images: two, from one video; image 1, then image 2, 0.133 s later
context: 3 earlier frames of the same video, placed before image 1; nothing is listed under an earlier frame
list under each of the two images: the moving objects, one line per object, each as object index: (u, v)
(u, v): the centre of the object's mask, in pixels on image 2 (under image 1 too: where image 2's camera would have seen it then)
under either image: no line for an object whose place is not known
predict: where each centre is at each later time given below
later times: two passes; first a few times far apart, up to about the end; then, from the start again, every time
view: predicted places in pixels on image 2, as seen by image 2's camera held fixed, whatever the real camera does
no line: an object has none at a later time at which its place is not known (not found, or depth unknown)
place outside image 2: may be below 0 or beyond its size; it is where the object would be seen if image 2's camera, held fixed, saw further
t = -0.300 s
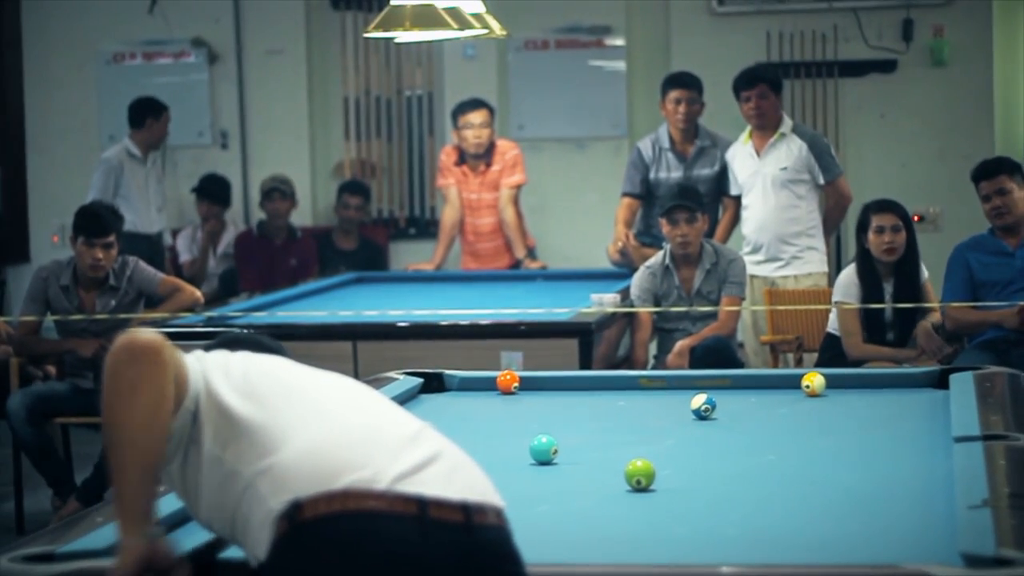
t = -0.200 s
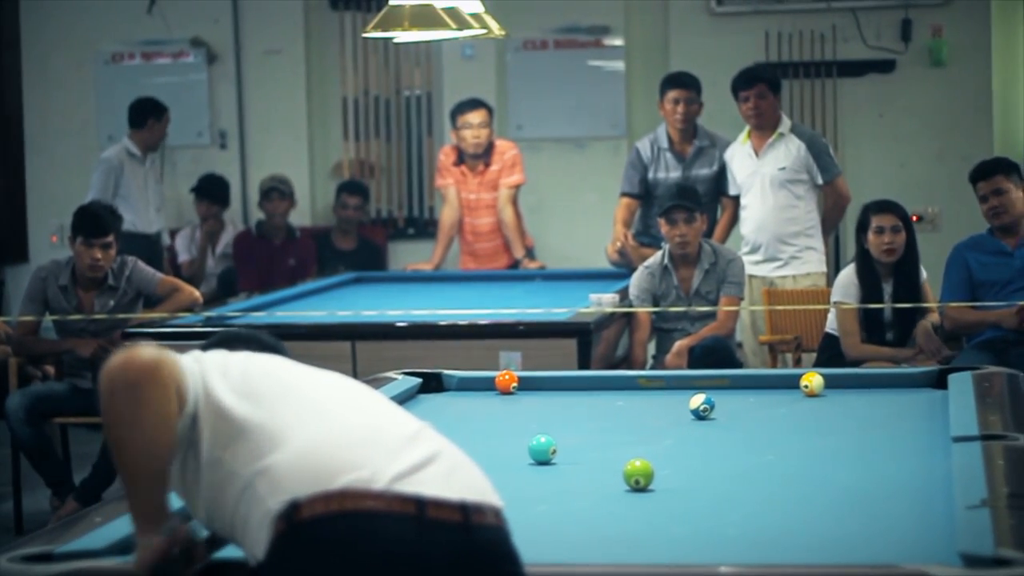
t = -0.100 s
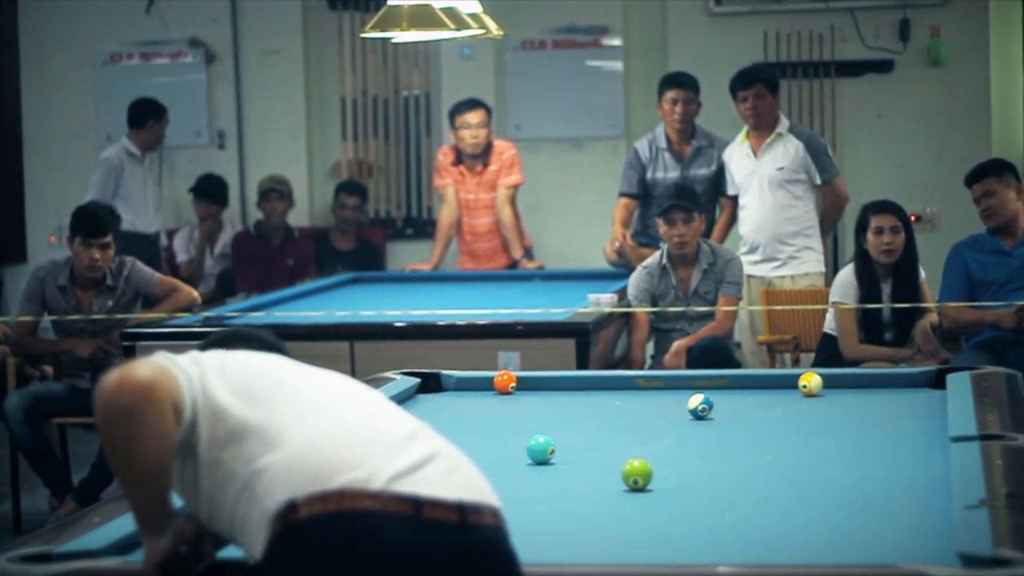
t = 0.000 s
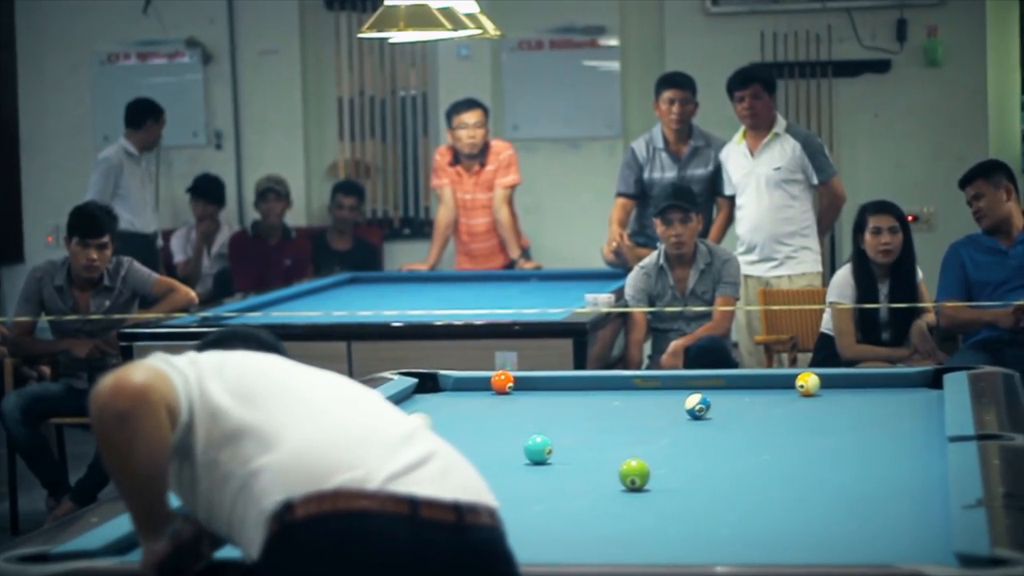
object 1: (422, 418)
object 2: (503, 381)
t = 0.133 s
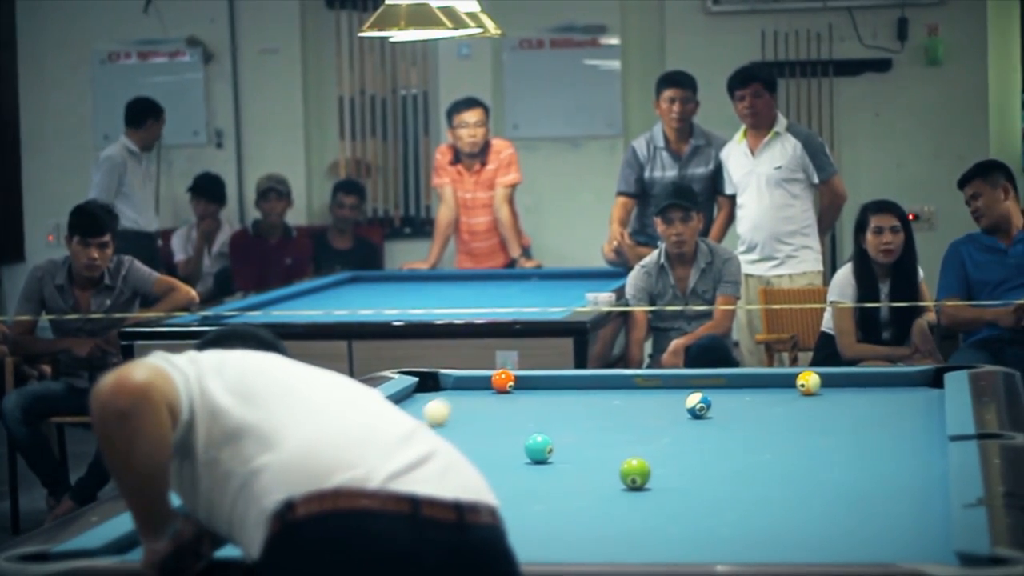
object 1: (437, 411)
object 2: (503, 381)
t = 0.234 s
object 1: (450, 402)
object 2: (503, 381)
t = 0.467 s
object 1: (476, 385)
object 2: (503, 381)
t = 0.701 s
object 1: (442, 385)
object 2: (535, 380)
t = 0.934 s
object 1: (420, 392)
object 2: (558, 382)
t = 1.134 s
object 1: (426, 396)
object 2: (578, 383)
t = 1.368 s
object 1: (435, 401)
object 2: (602, 384)
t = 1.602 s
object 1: (440, 408)
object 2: (623, 386)
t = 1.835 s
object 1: (444, 415)
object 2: (642, 387)
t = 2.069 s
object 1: (450, 422)
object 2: (662, 388)
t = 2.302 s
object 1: (457, 428)
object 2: (679, 389)
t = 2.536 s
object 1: (463, 433)
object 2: (693, 387)
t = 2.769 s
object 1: (469, 440)
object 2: (710, 388)
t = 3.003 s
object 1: (475, 446)
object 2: (721, 391)
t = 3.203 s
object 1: (480, 451)
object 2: (730, 392)
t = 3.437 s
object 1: (486, 456)
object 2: (739, 392)
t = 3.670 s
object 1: (492, 462)
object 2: (747, 393)
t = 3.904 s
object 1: (497, 468)
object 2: (753, 393)
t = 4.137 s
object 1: (503, 473)
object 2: (758, 393)
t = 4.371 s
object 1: (509, 478)
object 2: (760, 393)
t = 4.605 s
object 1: (514, 484)
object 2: (761, 393)
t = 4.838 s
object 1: (519, 488)
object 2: (761, 393)
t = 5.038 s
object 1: (523, 492)
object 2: (761, 393)
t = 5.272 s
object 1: (528, 497)
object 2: (761, 393)
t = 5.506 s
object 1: (533, 501)
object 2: (761, 393)
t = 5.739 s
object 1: (537, 504)
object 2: (761, 393)
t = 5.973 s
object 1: (542, 507)
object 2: (761, 393)
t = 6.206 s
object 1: (546, 510)
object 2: (761, 393)
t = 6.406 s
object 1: (548, 513)
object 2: (761, 393)
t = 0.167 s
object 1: (441, 408)
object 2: (503, 381)
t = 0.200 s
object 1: (444, 406)
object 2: (503, 381)
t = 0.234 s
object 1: (450, 402)
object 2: (503, 381)
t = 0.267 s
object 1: (454, 399)
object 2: (503, 381)
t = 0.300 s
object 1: (457, 398)
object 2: (503, 381)
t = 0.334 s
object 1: (462, 394)
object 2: (503, 381)
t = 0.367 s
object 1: (466, 391)
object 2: (503, 381)
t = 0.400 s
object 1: (469, 390)
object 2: (503, 381)
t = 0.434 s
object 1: (473, 387)
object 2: (503, 381)
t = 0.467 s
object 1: (476, 385)
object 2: (503, 381)
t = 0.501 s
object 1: (479, 383)
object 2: (504, 381)
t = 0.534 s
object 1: (476, 381)
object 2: (511, 381)
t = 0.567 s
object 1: (470, 381)
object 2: (520, 380)
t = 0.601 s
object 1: (462, 382)
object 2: (524, 380)
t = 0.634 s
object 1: (455, 383)
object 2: (528, 380)
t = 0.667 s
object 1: (448, 384)
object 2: (533, 380)
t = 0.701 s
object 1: (442, 385)
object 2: (535, 380)
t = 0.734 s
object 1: (435, 386)
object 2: (539, 381)
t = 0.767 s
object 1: (428, 387)
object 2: (543, 381)
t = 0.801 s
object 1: (422, 388)
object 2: (546, 381)
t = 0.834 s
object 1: (420, 389)
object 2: (548, 381)
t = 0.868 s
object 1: (418, 391)
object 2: (553, 382)
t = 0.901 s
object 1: (419, 391)
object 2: (556, 382)
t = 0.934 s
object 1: (420, 392)
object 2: (558, 382)
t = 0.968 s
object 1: (421, 393)
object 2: (564, 382)
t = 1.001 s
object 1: (422, 394)
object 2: (567, 382)
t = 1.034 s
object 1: (422, 394)
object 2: (569, 383)
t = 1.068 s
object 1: (424, 395)
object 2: (573, 383)
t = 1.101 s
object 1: (425, 396)
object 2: (576, 383)
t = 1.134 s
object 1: (426, 396)
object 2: (578, 383)
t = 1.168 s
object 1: (427, 397)
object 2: (583, 383)
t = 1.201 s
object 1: (429, 397)
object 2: (586, 383)
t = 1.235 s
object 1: (429, 398)
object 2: (588, 384)
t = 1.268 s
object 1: (431, 398)
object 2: (593, 384)
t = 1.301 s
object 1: (432, 398)
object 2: (595, 384)
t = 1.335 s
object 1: (433, 399)
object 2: (598, 384)
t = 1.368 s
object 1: (435, 401)
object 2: (602, 384)
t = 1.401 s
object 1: (436, 401)
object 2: (605, 385)
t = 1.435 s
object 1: (436, 402)
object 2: (607, 385)
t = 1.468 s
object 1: (438, 403)
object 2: (611, 385)
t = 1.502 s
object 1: (439, 404)
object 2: (614, 385)
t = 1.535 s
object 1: (439, 405)
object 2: (616, 385)
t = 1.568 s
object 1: (440, 406)
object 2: (620, 386)
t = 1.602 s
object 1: (440, 408)
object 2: (623, 386)
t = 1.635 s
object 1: (440, 408)
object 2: (625, 386)
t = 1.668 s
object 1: (441, 410)
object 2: (629, 386)
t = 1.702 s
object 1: (442, 411)
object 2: (632, 386)
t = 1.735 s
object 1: (442, 412)
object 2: (634, 386)
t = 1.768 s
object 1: (443, 413)
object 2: (638, 386)
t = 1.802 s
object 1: (444, 414)
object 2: (640, 387)
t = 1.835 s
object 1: (444, 415)
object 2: (642, 387)
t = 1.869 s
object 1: (445, 416)
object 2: (646, 387)
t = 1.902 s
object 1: (446, 417)
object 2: (648, 387)
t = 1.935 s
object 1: (446, 418)
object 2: (650, 387)
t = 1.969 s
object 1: (447, 419)
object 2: (654, 387)
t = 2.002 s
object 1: (448, 420)
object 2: (656, 387)
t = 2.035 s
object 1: (449, 421)
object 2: (658, 387)
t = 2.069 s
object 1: (450, 422)
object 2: (662, 388)
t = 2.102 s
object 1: (451, 422)
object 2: (664, 388)
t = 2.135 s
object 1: (452, 423)
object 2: (666, 388)
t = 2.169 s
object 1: (453, 424)
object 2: (669, 388)
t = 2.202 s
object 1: (454, 425)
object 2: (671, 389)
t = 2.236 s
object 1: (455, 426)
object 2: (673, 389)
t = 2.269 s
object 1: (456, 427)
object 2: (677, 389)
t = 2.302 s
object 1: (457, 428)
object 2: (679, 389)
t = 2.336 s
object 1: (457, 428)
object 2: (680, 389)
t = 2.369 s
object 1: (459, 430)
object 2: (683, 389)
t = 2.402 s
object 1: (460, 430)
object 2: (685, 388)
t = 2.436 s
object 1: (460, 431)
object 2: (686, 388)
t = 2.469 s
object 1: (461, 432)
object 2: (689, 387)
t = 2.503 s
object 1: (462, 433)
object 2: (691, 387)
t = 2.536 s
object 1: (463, 433)
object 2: (693, 387)
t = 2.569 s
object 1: (464, 435)
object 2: (696, 386)
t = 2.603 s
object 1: (465, 435)
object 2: (698, 386)
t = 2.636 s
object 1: (466, 436)
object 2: (700, 386)
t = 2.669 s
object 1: (467, 437)
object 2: (703, 387)
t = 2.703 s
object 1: (468, 438)
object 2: (705, 387)
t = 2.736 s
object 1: (468, 439)
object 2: (707, 387)
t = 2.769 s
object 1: (469, 440)
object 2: (710, 388)
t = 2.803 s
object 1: (470, 441)
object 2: (711, 389)
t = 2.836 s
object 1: (471, 441)
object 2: (713, 389)
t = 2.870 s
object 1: (472, 442)
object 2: (715, 390)
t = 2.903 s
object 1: (473, 443)
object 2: (716, 390)
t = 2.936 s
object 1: (473, 444)
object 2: (717, 391)
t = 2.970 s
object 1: (474, 445)
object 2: (720, 391)
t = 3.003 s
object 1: (475, 446)
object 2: (721, 391)
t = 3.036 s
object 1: (475, 447)
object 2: (722, 391)
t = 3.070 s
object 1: (477, 448)
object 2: (725, 391)
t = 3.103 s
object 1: (478, 448)
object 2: (726, 391)
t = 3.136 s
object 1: (478, 449)
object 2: (727, 392)
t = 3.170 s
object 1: (479, 450)
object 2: (729, 392)
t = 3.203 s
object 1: (480, 451)
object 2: (730, 392)
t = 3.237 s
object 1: (481, 451)
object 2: (731, 392)
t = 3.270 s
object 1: (482, 453)
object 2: (733, 392)
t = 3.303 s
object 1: (483, 454)
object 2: (735, 392)
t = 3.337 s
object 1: (484, 454)
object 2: (736, 392)
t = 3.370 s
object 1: (485, 455)
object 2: (737, 392)
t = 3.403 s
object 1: (485, 456)
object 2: (738, 392)
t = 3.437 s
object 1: (486, 456)
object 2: (739, 392)
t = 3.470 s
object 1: (487, 457)
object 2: (741, 392)
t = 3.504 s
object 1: (488, 458)
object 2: (742, 392)
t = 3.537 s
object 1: (489, 459)
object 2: (743, 392)
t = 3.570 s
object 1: (490, 460)
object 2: (745, 392)
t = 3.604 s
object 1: (491, 461)
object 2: (745, 393)
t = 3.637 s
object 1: (491, 461)
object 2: (746, 393)
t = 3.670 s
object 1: (492, 462)
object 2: (747, 393)
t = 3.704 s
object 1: (493, 463)
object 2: (748, 393)
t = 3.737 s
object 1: (494, 464)
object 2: (749, 393)
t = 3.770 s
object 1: (494, 465)
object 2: (750, 393)
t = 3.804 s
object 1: (495, 465)
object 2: (751, 393)
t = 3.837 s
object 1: (496, 466)
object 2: (752, 393)
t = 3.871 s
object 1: (497, 467)
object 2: (753, 393)
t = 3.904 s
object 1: (497, 468)
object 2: (753, 393)
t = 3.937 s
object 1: (498, 468)
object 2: (754, 393)
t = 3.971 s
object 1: (499, 469)
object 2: (755, 393)
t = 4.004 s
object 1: (500, 470)
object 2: (756, 393)
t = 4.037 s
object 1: (500, 471)
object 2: (756, 393)
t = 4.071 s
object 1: (501, 472)
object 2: (757, 393)
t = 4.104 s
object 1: (502, 473)
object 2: (757, 393)
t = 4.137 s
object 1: (503, 473)
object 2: (758, 393)
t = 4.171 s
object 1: (504, 474)
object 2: (758, 393)
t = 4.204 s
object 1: (505, 475)
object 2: (759, 393)
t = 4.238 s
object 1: (505, 475)
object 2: (759, 393)
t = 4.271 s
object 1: (506, 476)
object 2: (760, 393)
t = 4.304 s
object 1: (507, 477)
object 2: (760, 393)
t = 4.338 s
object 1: (507, 478)
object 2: (760, 393)
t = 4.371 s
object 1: (509, 478)
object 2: (760, 393)
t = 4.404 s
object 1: (509, 479)
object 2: (761, 393)
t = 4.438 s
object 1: (510, 480)
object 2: (761, 393)
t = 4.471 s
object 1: (511, 481)
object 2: (761, 393)
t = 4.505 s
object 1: (512, 481)
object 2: (761, 393)
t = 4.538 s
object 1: (512, 482)
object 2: (761, 393)
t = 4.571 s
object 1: (513, 483)
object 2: (761, 393)
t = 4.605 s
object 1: (514, 484)
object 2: (761, 393)
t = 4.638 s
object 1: (514, 484)
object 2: (761, 393)
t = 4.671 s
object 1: (515, 485)
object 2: (761, 393)
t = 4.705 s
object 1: (516, 486)
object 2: (761, 393)
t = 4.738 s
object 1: (516, 486)
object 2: (761, 393)
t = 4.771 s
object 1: (517, 487)
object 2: (761, 393)
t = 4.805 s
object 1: (518, 488)
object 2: (761, 393)
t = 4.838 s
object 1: (519, 488)
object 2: (761, 393)
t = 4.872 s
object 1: (520, 489)
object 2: (761, 393)
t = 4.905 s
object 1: (521, 490)
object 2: (761, 393)
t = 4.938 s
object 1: (521, 490)
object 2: (761, 393)
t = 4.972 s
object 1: (522, 491)
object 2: (761, 393)
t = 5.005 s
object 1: (522, 492)
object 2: (761, 393)
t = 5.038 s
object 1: (523, 492)
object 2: (761, 393)
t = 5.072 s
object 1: (524, 493)
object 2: (761, 393)
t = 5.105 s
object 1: (524, 494)
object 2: (761, 393)
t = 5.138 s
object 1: (525, 494)
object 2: (761, 393)
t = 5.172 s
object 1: (526, 495)
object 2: (761, 393)
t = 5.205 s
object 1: (526, 495)
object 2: (761, 393)
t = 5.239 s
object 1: (527, 496)
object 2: (761, 393)
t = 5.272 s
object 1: (528, 497)
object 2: (761, 393)
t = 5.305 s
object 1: (528, 497)
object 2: (761, 393)
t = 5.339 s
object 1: (529, 498)
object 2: (761, 393)
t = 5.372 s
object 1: (530, 498)
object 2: (761, 393)
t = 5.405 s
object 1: (530, 499)
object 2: (761, 393)
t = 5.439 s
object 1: (531, 499)
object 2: (761, 393)
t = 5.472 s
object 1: (532, 500)
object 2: (761, 393)
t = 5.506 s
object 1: (533, 501)
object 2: (761, 393)
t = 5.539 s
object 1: (533, 501)
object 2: (761, 393)
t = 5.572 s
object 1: (534, 502)
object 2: (761, 393)
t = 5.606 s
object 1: (535, 502)
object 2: (761, 393)
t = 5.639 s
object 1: (535, 502)
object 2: (761, 393)
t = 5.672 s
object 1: (536, 503)
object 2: (761, 393)
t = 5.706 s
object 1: (537, 503)
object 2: (761, 393)
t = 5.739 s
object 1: (537, 504)
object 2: (761, 393)
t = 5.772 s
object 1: (538, 504)
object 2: (761, 393)
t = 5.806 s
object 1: (539, 505)
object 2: (761, 393)
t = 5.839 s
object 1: (539, 505)
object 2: (761, 393)
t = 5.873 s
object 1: (540, 506)
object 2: (761, 393)
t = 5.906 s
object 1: (541, 507)
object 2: (761, 393)
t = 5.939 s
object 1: (541, 507)
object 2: (761, 393)
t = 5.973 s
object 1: (542, 507)
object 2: (761, 393)
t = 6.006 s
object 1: (543, 508)
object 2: (761, 393)
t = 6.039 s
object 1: (543, 508)
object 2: (761, 393)
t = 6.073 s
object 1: (543, 508)
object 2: (761, 393)
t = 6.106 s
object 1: (544, 509)
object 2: (761, 393)
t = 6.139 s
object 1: (545, 509)
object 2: (761, 393)
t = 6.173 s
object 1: (545, 510)
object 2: (761, 393)
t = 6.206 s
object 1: (546, 510)
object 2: (761, 393)
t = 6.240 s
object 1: (546, 511)
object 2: (761, 393)
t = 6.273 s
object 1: (546, 511)
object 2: (761, 393)
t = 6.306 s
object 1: (547, 512)
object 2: (761, 393)
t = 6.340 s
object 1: (547, 512)
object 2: (761, 393)
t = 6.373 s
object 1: (547, 512)
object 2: (761, 393)
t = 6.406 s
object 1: (548, 513)
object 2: (761, 393)
